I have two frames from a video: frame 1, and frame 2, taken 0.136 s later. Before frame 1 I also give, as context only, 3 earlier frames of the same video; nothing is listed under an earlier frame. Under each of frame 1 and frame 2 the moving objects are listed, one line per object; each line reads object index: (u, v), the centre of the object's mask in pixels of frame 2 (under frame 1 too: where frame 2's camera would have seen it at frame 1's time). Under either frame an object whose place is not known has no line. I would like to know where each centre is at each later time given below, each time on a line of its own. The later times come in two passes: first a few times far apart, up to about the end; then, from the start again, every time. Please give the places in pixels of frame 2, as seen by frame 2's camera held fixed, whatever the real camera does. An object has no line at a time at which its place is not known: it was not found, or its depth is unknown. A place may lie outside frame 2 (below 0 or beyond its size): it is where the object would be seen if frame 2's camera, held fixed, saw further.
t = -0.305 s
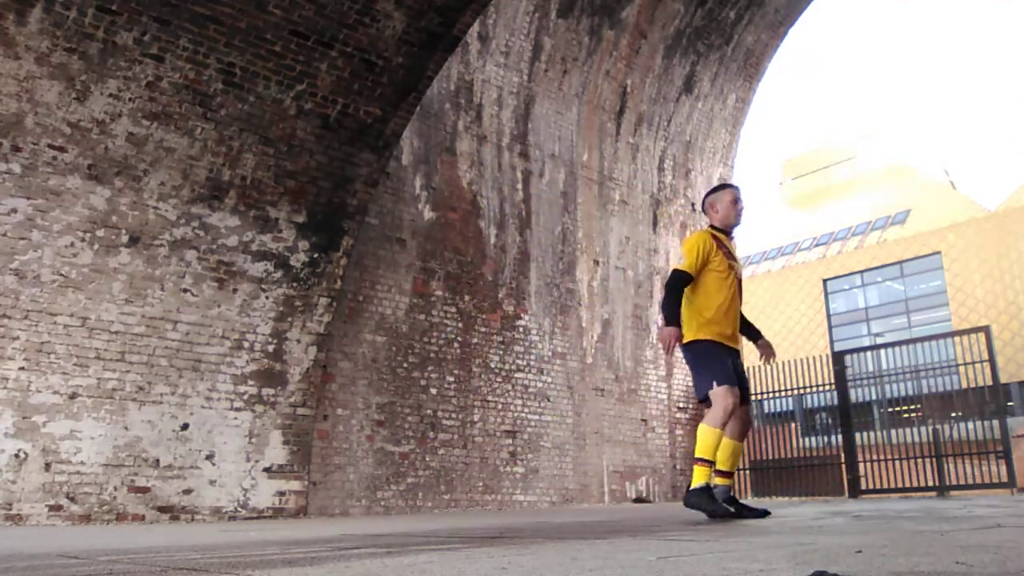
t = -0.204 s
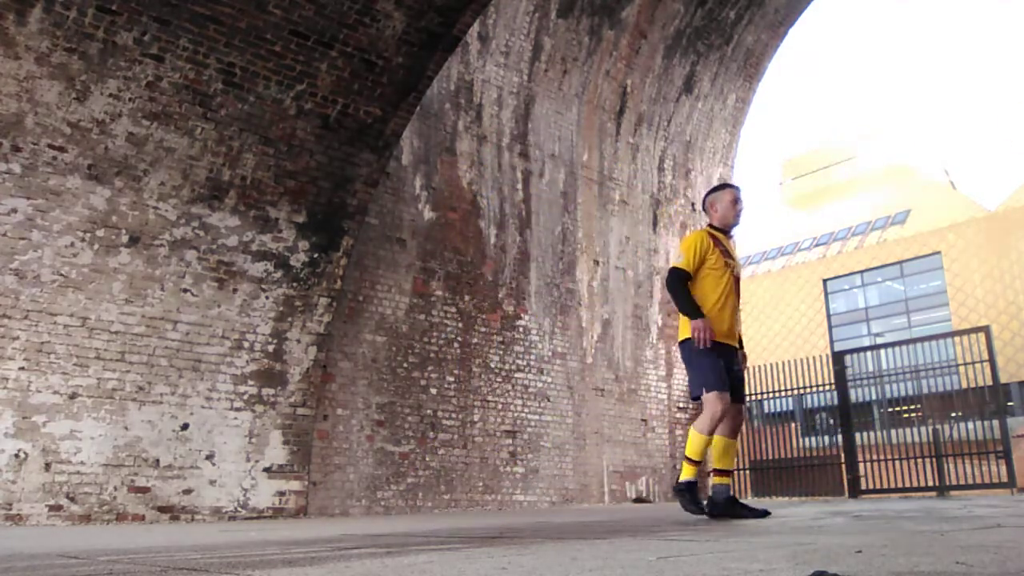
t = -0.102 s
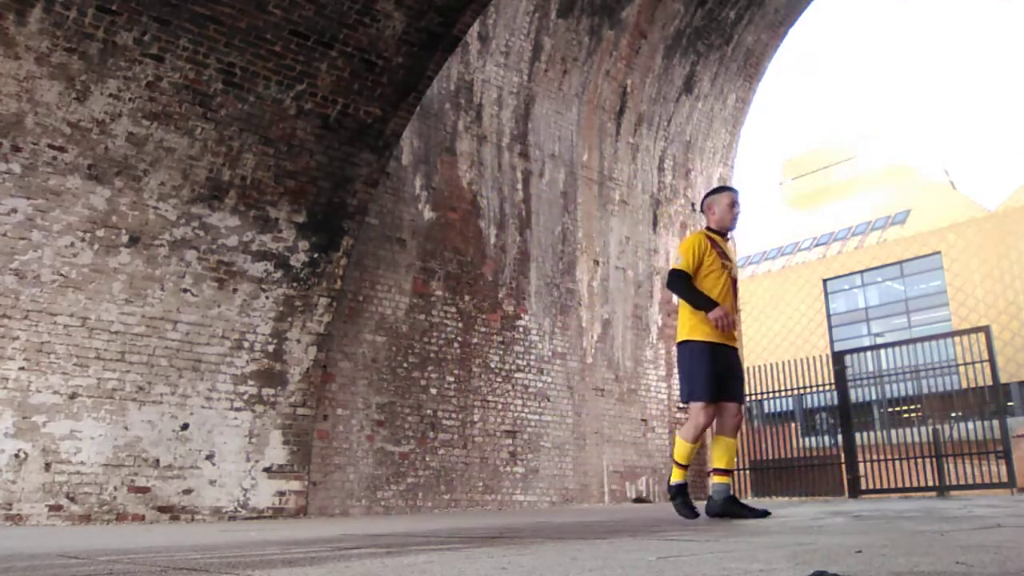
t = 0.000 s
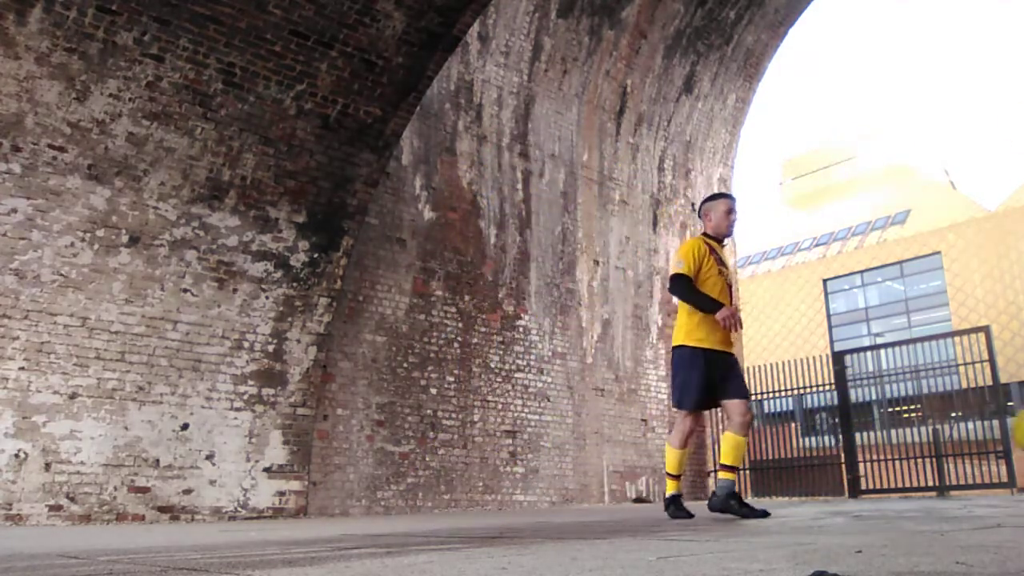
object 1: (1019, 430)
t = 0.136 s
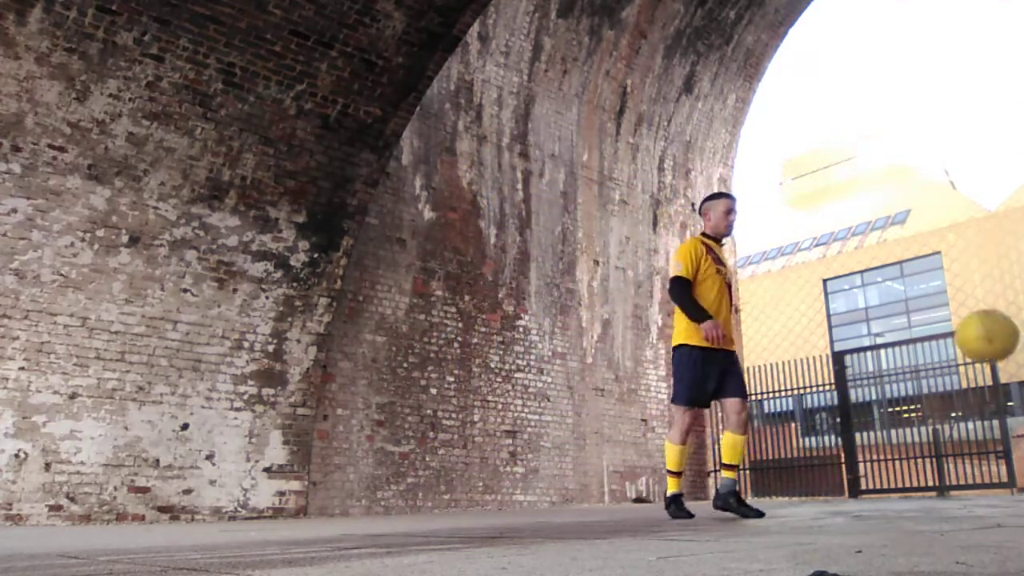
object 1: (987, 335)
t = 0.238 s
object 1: (951, 296)
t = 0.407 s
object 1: (899, 287)
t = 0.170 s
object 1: (975, 320)
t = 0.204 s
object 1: (962, 307)
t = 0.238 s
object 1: (951, 296)
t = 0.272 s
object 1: (939, 289)
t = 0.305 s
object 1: (929, 284)
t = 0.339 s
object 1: (918, 282)
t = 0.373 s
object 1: (909, 284)
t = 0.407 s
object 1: (899, 287)
